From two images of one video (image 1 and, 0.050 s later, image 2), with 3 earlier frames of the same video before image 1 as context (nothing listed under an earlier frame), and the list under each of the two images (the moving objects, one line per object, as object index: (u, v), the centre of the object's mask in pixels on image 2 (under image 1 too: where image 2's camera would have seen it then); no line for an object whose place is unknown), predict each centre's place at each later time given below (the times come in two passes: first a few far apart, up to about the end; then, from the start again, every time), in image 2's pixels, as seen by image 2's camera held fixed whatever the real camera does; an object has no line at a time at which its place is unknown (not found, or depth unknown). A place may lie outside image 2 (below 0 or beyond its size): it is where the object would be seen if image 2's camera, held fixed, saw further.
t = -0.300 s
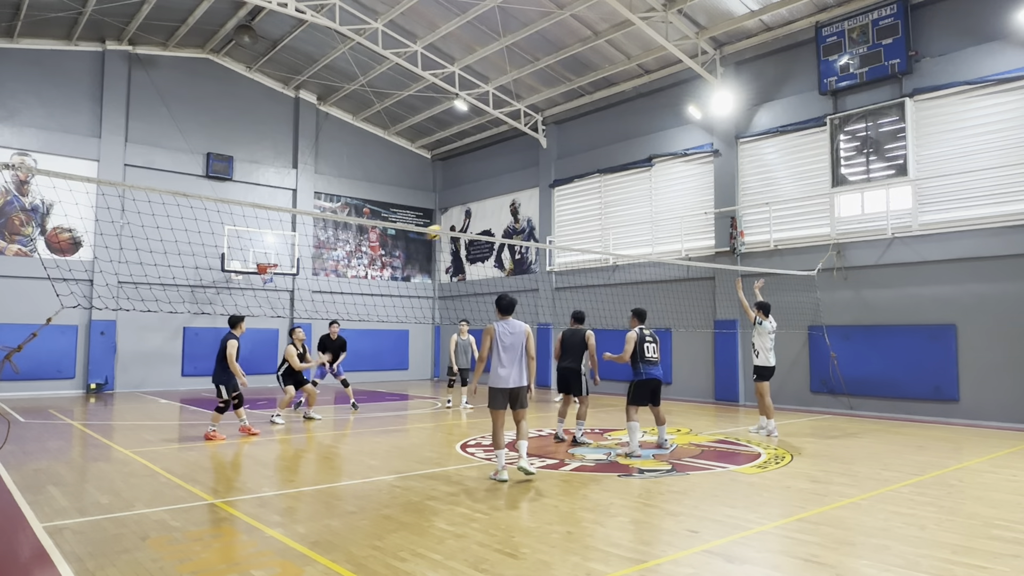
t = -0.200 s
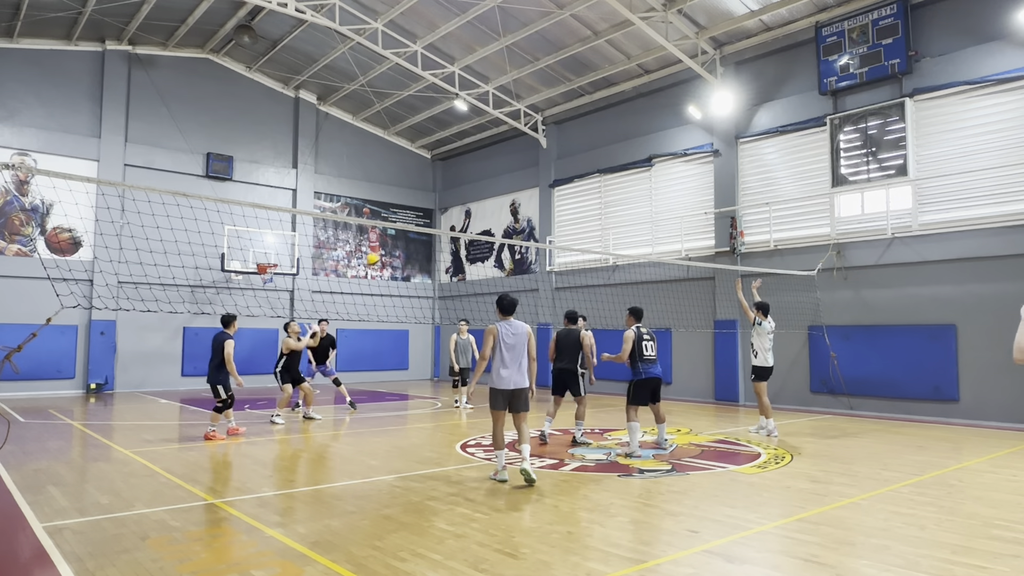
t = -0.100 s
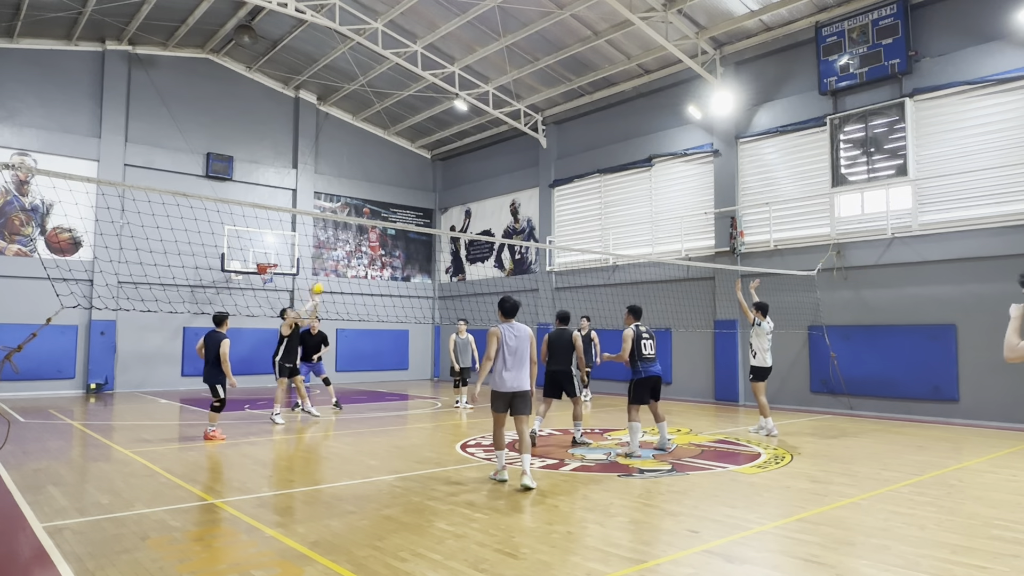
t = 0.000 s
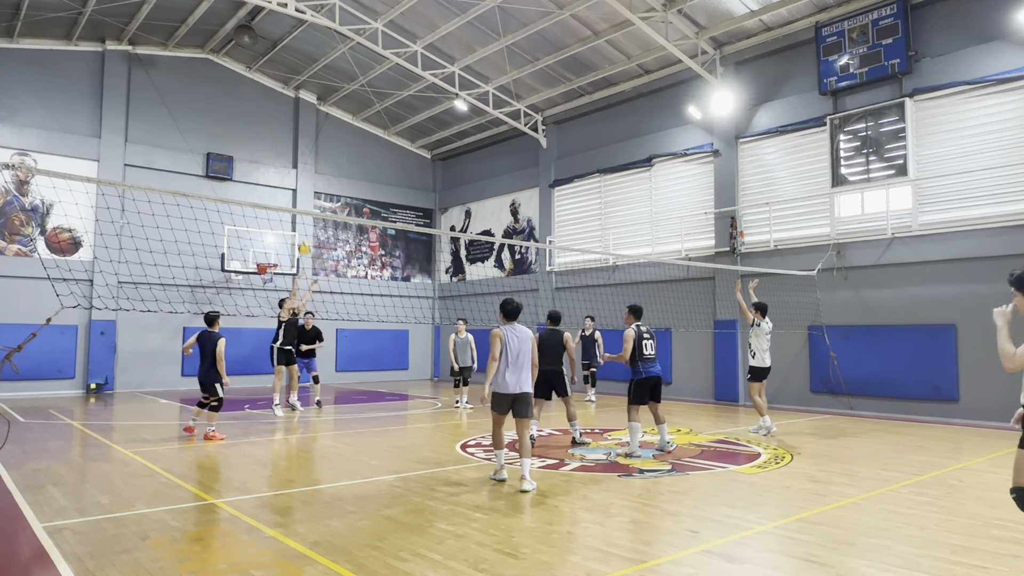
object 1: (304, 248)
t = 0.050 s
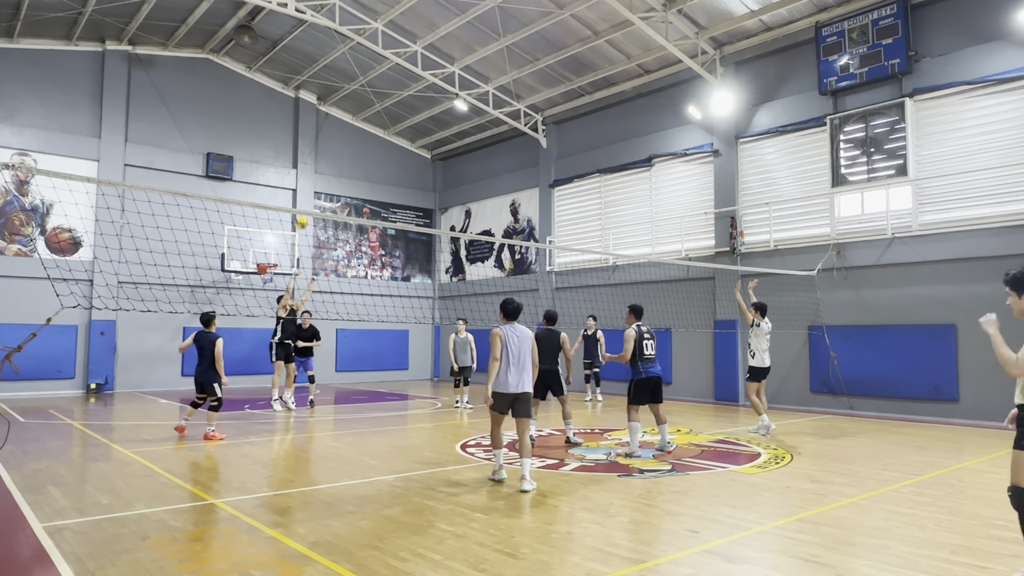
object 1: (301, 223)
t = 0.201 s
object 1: (293, 159)
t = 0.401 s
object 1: (280, 100)
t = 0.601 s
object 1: (267, 67)
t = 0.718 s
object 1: (260, 59)
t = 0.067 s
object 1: (299, 217)
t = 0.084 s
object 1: (298, 205)
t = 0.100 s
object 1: (299, 200)
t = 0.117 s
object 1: (298, 192)
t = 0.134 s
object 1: (297, 185)
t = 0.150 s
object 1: (295, 178)
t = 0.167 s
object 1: (295, 171)
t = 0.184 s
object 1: (294, 165)
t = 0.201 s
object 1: (293, 159)
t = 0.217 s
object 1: (292, 153)
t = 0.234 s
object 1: (291, 147)
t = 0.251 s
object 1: (289, 142)
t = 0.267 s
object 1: (288, 136)
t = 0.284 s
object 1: (287, 131)
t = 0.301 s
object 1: (286, 126)
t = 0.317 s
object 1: (286, 121)
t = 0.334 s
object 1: (285, 117)
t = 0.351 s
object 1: (284, 112)
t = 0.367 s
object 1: (283, 108)
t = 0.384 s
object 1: (282, 104)
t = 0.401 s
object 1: (280, 100)
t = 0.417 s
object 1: (279, 96)
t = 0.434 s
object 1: (278, 93)
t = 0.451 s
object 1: (277, 89)
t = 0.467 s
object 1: (276, 86)
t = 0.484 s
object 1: (275, 83)
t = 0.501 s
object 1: (274, 80)
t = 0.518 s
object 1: (273, 78)
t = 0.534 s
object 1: (272, 75)
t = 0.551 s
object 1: (271, 73)
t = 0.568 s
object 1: (270, 71)
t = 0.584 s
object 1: (269, 69)
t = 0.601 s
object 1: (267, 67)
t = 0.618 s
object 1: (266, 66)
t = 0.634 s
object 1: (265, 64)
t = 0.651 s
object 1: (264, 63)
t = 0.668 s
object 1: (263, 61)
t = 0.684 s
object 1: (262, 60)
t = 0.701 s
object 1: (261, 60)
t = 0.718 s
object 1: (260, 59)
